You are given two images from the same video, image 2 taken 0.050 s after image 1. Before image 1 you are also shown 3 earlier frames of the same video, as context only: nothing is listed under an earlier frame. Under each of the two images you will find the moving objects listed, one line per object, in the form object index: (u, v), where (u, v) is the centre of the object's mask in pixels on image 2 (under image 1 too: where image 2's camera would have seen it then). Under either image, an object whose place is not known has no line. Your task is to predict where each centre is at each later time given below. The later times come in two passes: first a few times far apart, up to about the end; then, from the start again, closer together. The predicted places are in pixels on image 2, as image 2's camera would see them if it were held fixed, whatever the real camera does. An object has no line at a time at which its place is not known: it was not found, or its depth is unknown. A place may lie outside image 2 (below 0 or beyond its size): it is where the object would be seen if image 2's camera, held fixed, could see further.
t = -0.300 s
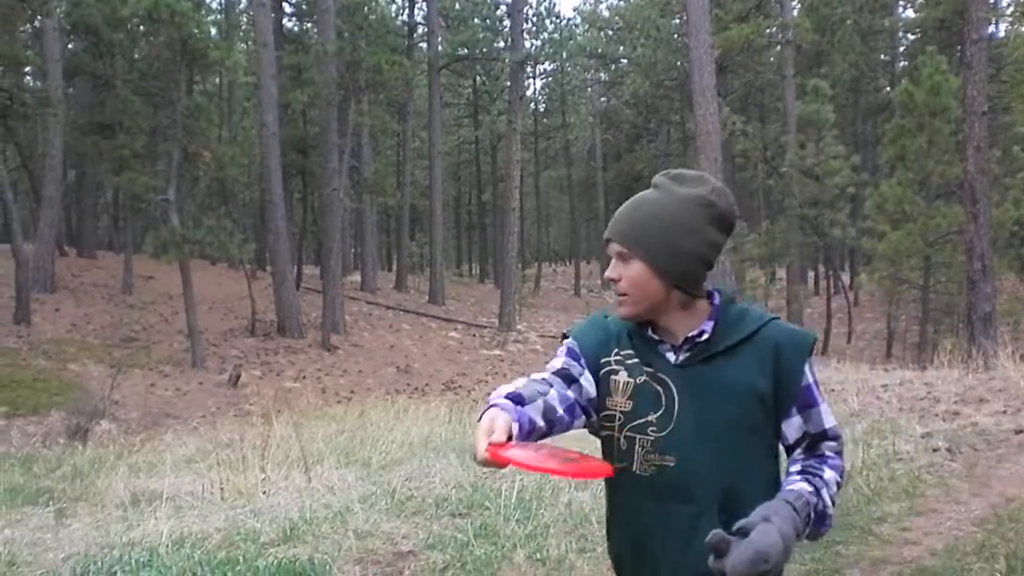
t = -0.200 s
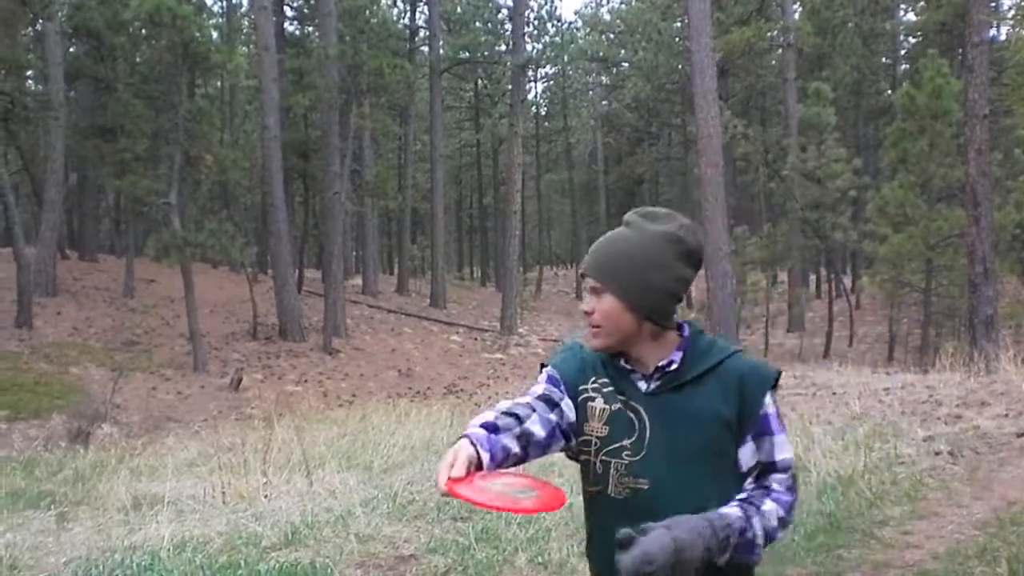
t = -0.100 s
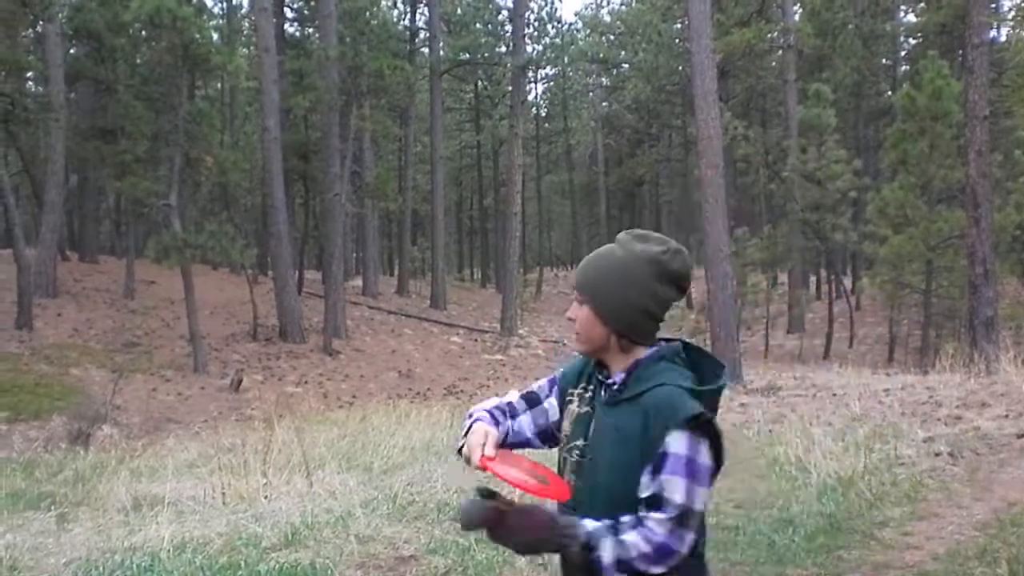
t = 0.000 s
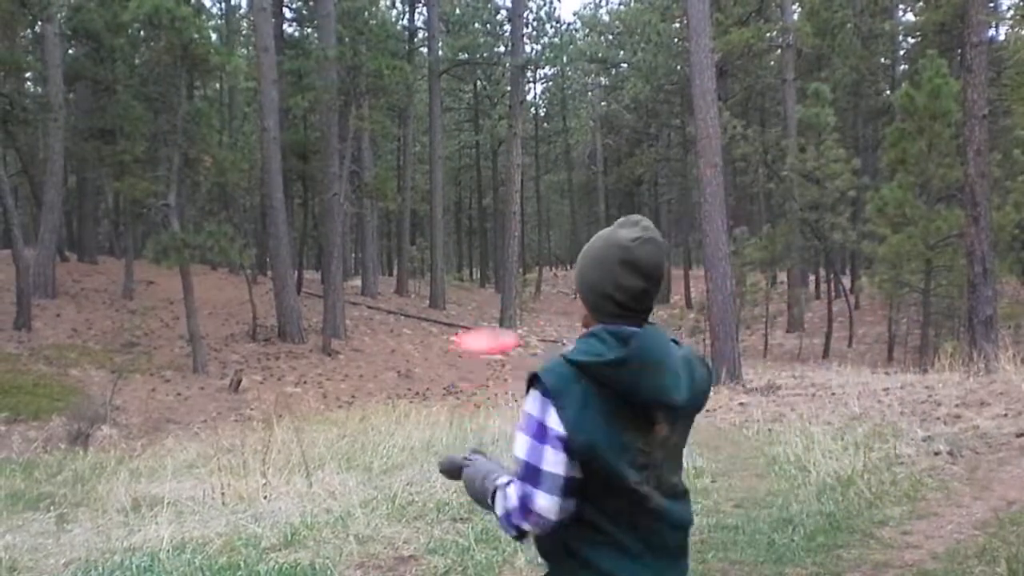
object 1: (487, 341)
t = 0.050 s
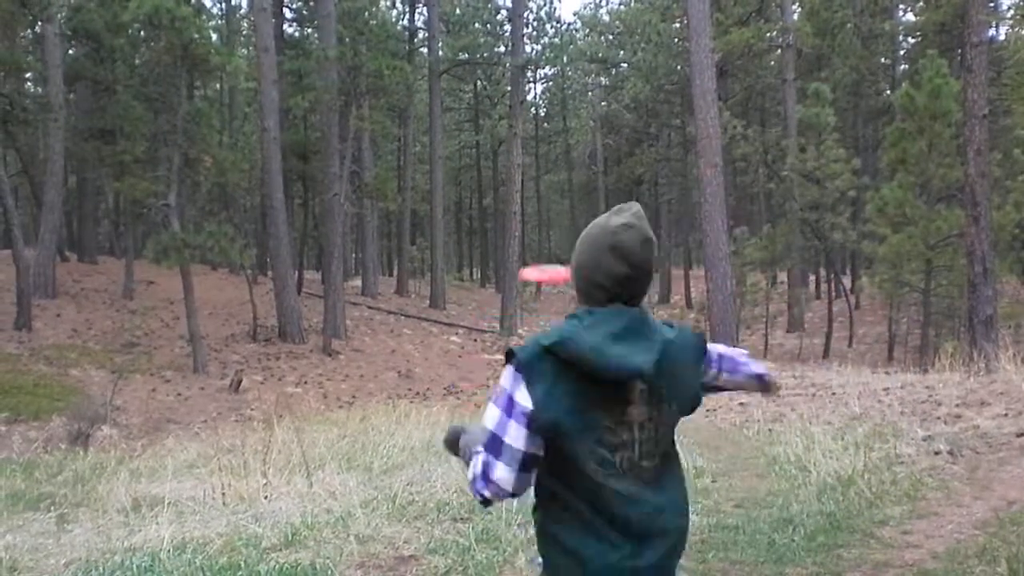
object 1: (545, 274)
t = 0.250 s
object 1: (651, 167)
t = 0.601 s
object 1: (708, 120)
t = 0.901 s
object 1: (727, 113)
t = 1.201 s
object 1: (734, 112)
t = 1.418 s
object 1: (740, 117)
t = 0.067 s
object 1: (553, 258)
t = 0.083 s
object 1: (561, 244)
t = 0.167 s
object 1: (633, 194)
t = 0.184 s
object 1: (634, 188)
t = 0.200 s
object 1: (634, 182)
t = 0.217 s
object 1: (639, 176)
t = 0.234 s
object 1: (644, 172)
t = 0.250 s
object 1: (651, 167)
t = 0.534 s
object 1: (700, 125)
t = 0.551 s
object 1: (701, 125)
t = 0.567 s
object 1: (704, 122)
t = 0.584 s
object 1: (706, 121)
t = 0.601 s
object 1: (708, 120)
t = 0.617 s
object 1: (709, 119)
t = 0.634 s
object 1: (709, 118)
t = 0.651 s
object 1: (713, 117)
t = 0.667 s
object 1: (712, 117)
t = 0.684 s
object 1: (716, 115)
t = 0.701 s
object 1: (716, 115)
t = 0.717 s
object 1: (716, 115)
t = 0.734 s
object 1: (717, 115)
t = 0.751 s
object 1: (717, 115)
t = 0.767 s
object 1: (723, 114)
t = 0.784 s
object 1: (724, 113)
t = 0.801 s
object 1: (724, 113)
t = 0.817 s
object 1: (724, 114)
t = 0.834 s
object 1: (724, 113)
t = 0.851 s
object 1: (724, 113)
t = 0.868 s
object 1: (725, 113)
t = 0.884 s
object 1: (725, 113)
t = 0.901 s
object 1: (727, 113)
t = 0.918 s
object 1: (727, 113)
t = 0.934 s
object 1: (728, 113)
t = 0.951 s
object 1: (728, 113)
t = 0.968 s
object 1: (728, 113)
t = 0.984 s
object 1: (728, 113)
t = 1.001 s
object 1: (729, 112)
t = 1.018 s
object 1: (729, 112)
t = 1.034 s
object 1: (729, 112)
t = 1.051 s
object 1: (729, 112)
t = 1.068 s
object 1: (729, 113)
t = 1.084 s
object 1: (729, 112)
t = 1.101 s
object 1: (730, 112)
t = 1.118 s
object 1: (732, 112)
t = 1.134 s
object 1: (732, 112)
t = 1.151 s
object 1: (732, 112)
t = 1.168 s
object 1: (731, 112)
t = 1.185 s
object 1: (734, 112)
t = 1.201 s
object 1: (734, 112)
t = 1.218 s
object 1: (735, 112)
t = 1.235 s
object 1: (735, 113)
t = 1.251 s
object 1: (735, 113)
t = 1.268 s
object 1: (736, 113)
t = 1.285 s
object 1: (736, 113)
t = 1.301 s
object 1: (736, 113)
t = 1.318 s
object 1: (738, 114)
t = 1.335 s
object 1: (738, 115)
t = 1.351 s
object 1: (738, 114)
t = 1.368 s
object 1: (738, 115)
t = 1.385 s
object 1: (738, 115)
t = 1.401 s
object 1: (740, 117)
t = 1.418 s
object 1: (740, 117)
